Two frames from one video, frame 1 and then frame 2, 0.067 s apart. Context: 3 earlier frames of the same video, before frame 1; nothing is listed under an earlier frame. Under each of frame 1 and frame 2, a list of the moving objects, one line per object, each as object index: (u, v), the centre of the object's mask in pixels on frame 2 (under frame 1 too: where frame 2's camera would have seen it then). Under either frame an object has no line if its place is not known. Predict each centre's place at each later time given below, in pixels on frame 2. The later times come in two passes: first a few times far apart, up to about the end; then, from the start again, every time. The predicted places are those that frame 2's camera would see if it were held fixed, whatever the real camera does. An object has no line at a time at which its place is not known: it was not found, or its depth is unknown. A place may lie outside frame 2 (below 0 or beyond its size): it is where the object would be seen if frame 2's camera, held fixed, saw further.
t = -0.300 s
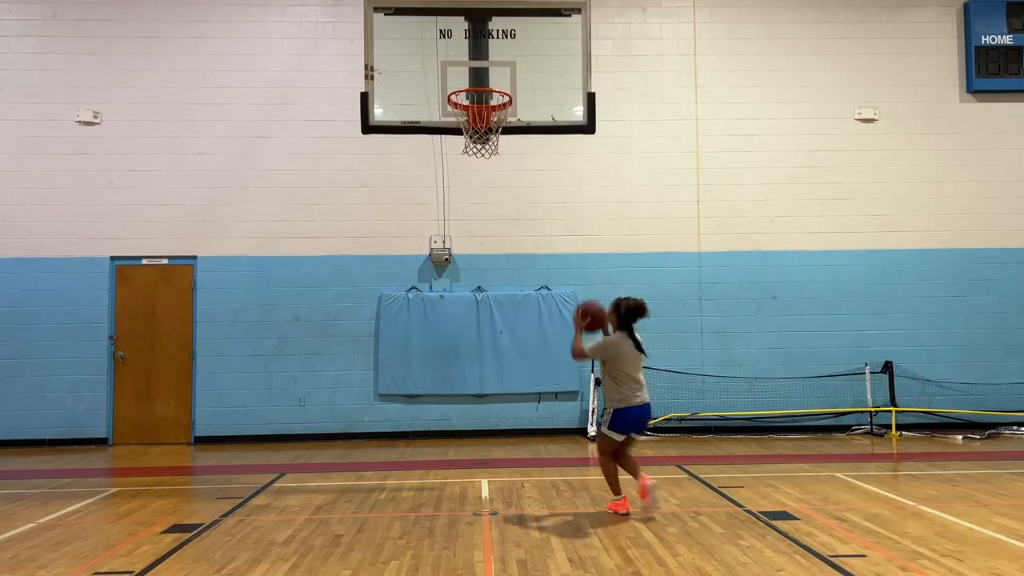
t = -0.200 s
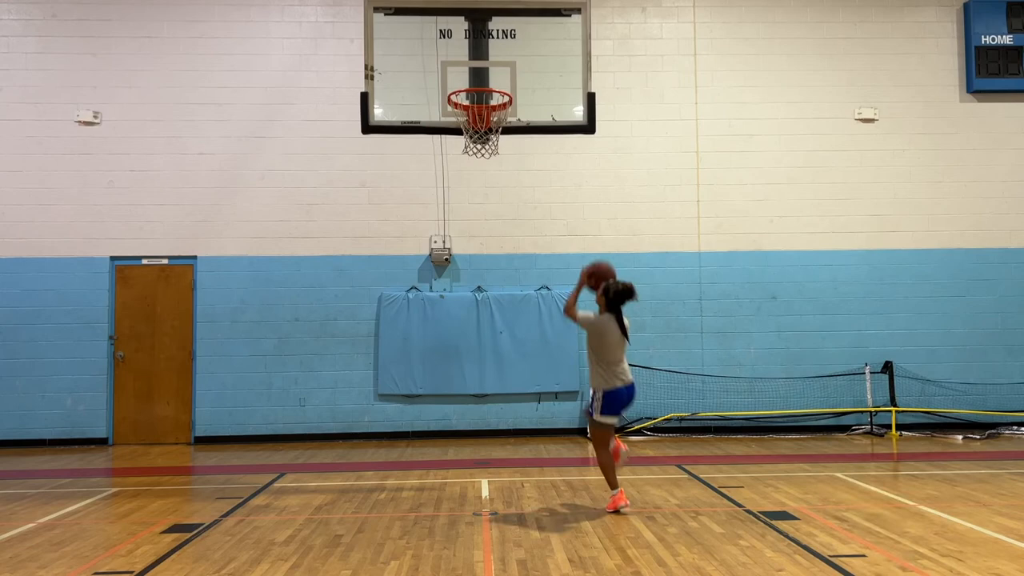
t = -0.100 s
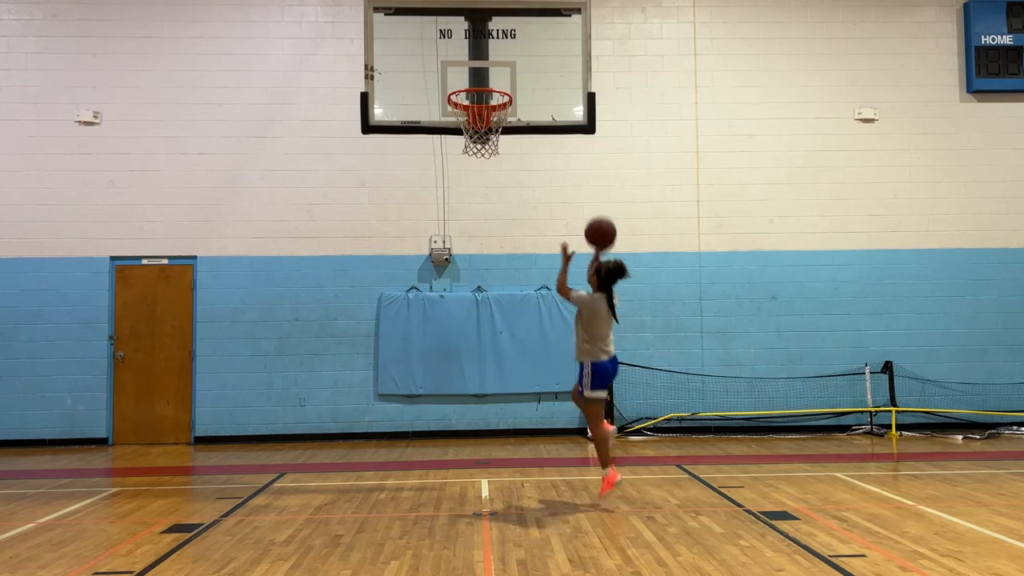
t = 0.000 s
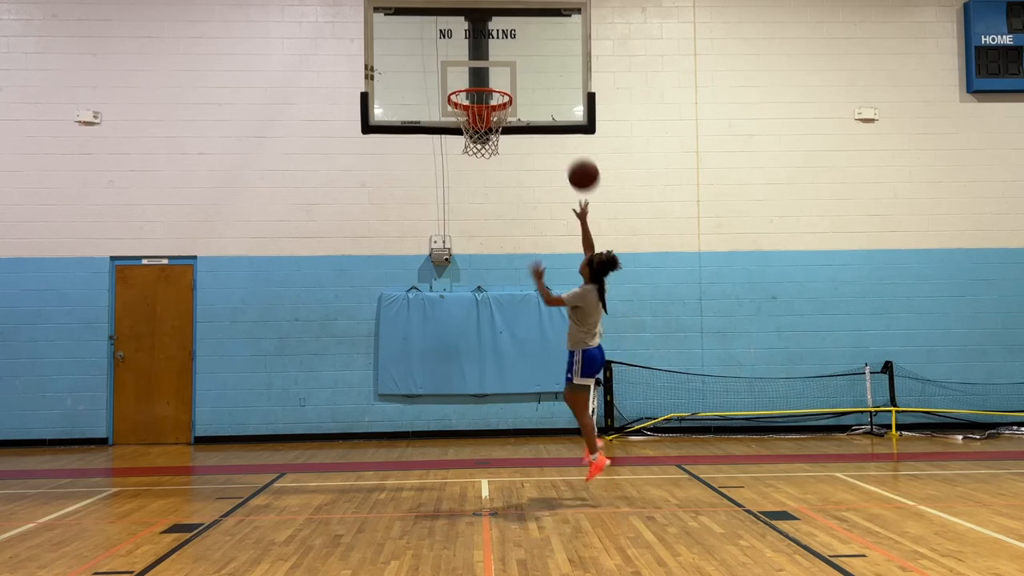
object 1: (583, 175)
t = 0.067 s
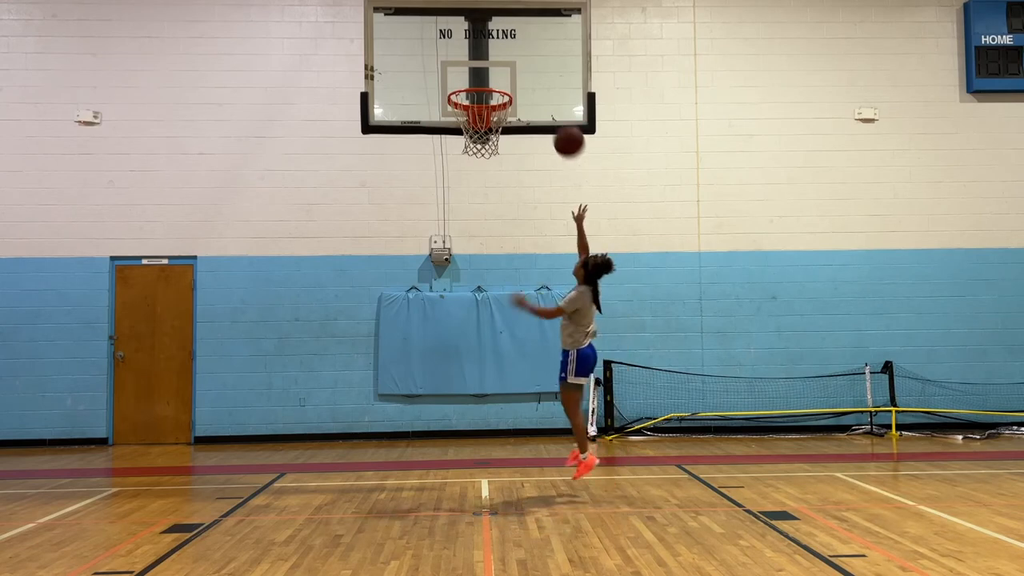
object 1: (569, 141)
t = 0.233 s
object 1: (534, 85)
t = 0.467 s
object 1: (495, 65)
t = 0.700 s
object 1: (470, 98)
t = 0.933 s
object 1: (465, 158)
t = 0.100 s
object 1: (562, 126)
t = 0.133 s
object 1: (554, 113)
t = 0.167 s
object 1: (548, 102)
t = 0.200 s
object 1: (541, 93)
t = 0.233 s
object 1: (534, 85)
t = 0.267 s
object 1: (528, 78)
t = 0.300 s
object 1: (522, 73)
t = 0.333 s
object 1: (515, 69)
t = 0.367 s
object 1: (509, 66)
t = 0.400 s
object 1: (504, 65)
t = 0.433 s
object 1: (498, 65)
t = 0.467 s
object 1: (495, 65)
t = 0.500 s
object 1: (492, 65)
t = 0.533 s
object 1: (489, 66)
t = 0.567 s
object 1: (486, 70)
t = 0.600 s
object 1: (481, 75)
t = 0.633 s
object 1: (477, 78)
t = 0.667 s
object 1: (473, 82)
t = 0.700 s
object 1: (470, 98)
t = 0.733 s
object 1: (464, 107)
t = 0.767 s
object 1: (463, 120)
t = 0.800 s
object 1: (463, 129)
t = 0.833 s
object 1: (463, 133)
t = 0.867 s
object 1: (464, 142)
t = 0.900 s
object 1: (464, 148)
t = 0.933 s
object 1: (465, 158)
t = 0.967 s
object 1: (466, 168)
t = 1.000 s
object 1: (467, 180)
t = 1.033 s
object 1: (468, 194)
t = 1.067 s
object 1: (468, 209)
